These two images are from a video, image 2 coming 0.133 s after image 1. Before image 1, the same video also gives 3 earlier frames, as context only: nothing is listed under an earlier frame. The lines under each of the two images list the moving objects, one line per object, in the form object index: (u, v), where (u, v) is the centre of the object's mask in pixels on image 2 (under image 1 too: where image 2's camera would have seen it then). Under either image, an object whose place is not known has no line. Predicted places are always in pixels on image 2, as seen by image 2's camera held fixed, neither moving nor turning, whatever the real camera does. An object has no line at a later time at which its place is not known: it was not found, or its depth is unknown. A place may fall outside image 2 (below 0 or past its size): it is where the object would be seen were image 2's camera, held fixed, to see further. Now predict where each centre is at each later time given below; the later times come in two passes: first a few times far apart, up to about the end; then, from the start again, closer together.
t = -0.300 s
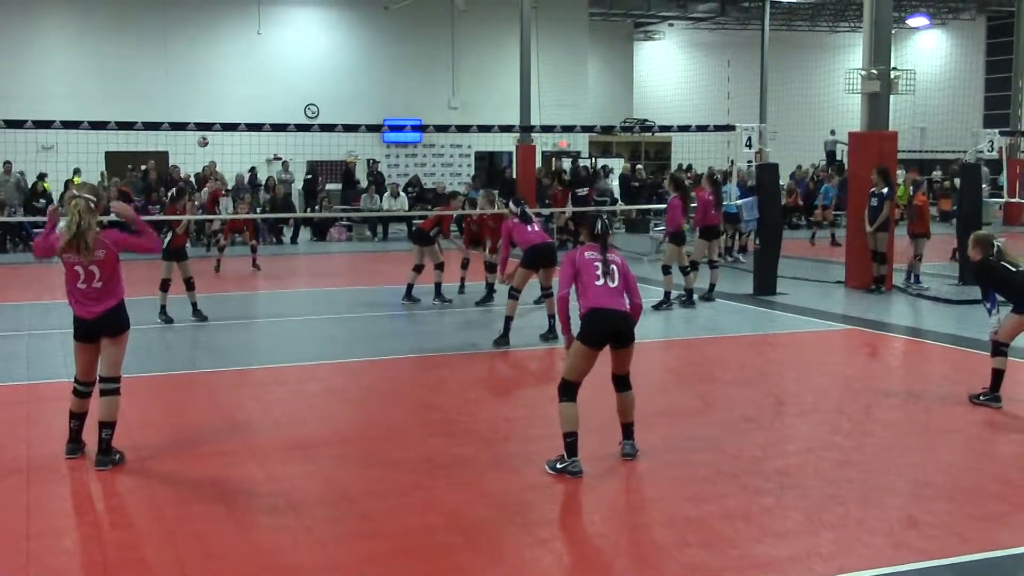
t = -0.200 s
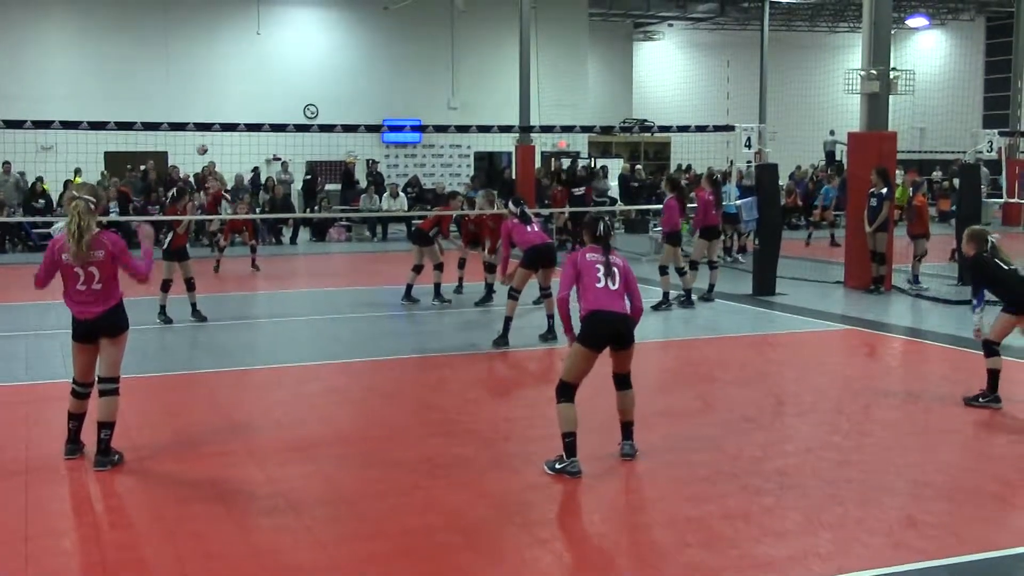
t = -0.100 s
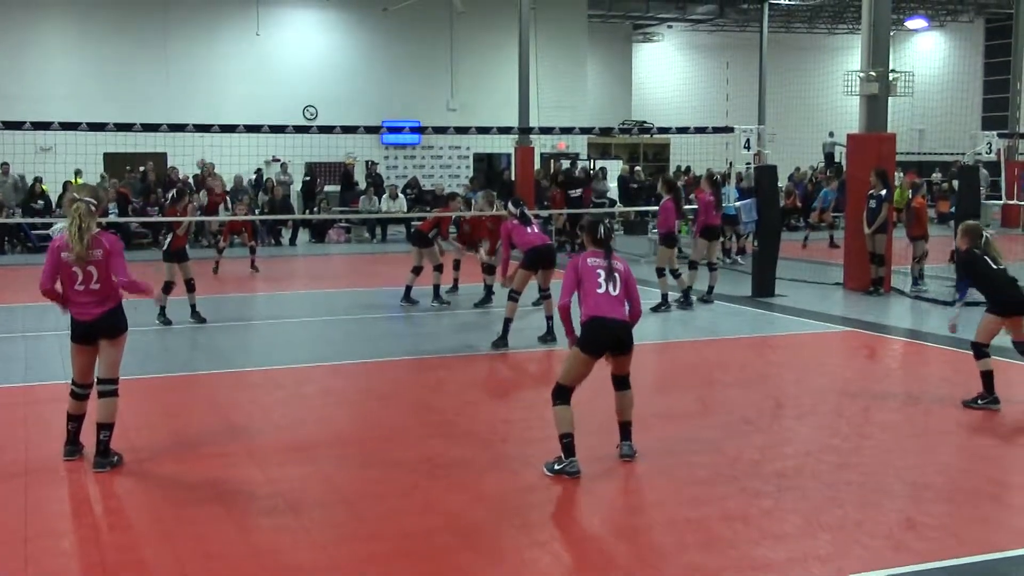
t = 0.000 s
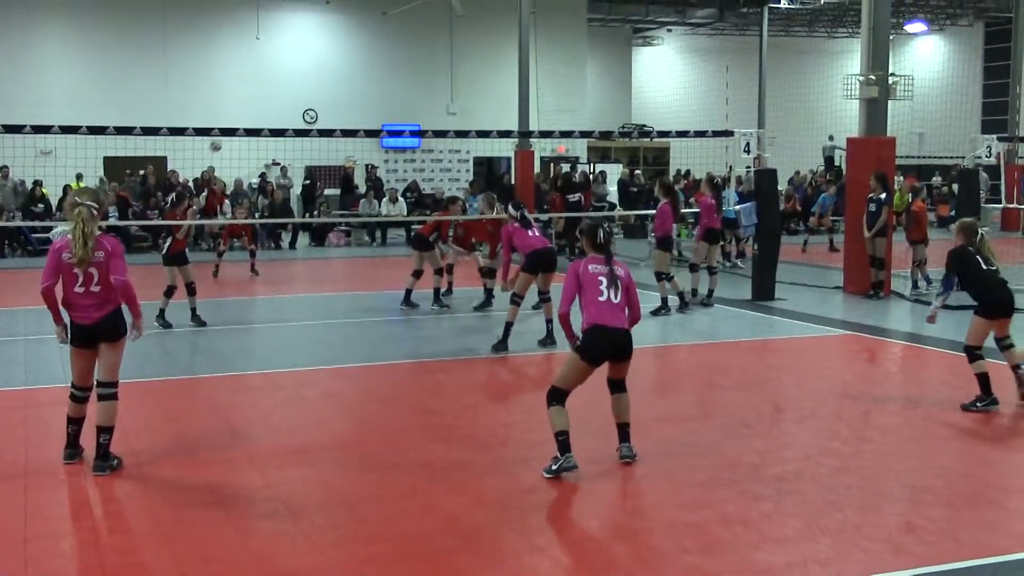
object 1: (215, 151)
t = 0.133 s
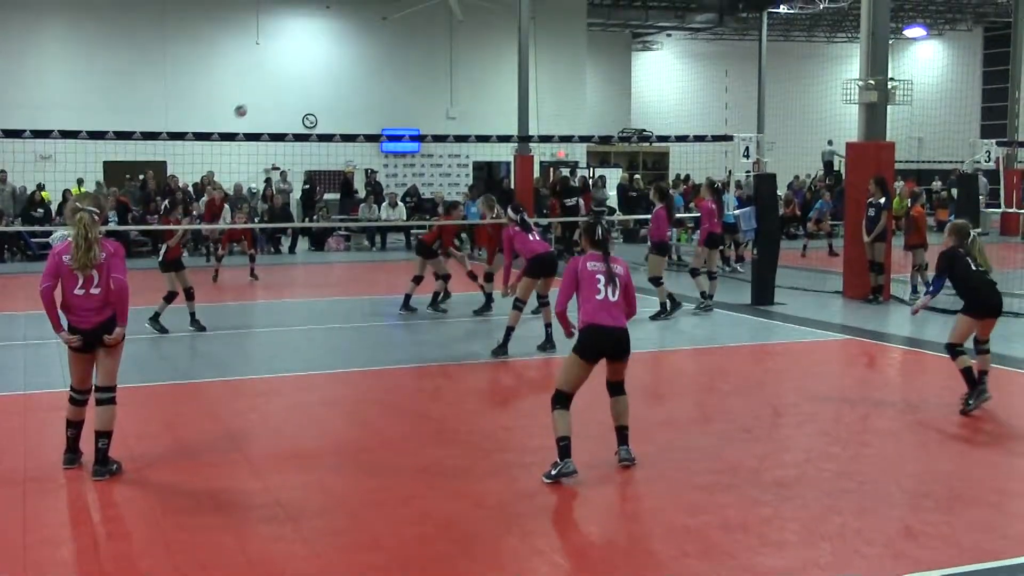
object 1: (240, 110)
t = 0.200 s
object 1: (254, 92)
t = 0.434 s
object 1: (310, 45)
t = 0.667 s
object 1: (383, 30)
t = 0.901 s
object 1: (476, 67)
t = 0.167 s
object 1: (247, 102)
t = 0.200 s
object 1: (254, 92)
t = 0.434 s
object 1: (310, 45)
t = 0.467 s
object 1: (319, 41)
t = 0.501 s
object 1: (328, 37)
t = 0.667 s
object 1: (383, 30)
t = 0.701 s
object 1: (395, 31)
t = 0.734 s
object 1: (407, 34)
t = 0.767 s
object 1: (419, 36)
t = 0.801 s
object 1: (432, 42)
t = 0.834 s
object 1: (445, 50)
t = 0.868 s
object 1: (460, 58)
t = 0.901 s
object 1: (476, 67)
